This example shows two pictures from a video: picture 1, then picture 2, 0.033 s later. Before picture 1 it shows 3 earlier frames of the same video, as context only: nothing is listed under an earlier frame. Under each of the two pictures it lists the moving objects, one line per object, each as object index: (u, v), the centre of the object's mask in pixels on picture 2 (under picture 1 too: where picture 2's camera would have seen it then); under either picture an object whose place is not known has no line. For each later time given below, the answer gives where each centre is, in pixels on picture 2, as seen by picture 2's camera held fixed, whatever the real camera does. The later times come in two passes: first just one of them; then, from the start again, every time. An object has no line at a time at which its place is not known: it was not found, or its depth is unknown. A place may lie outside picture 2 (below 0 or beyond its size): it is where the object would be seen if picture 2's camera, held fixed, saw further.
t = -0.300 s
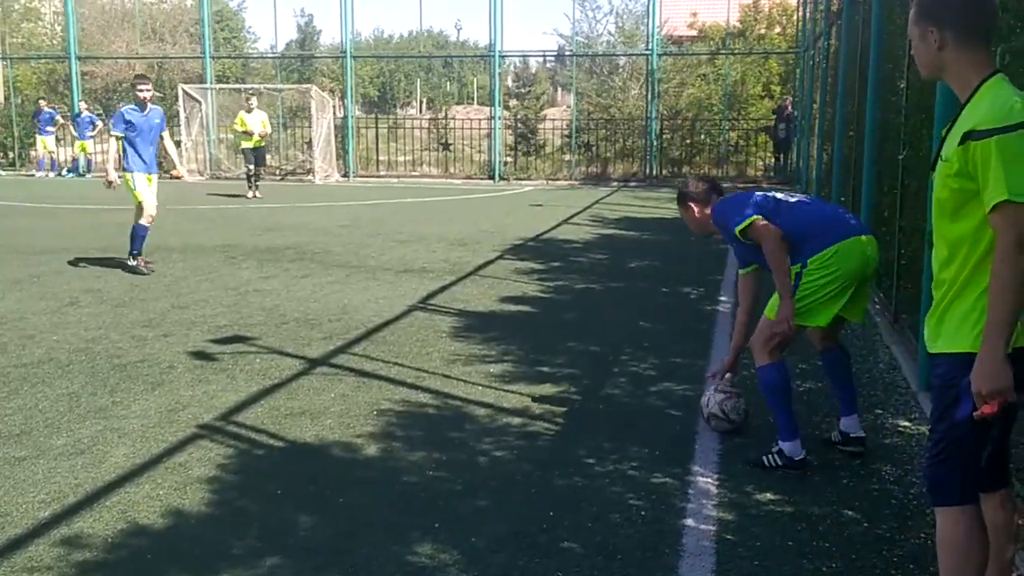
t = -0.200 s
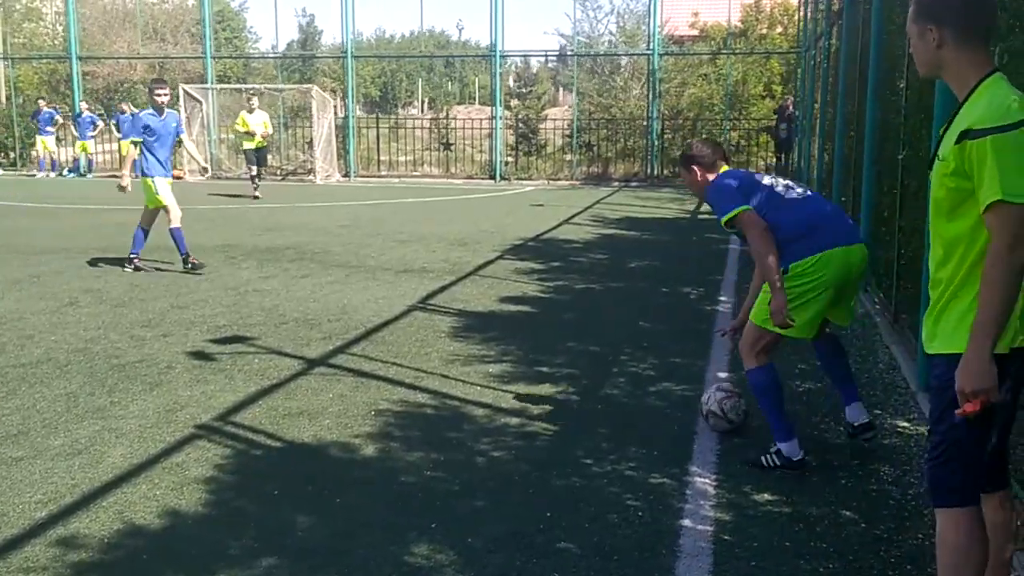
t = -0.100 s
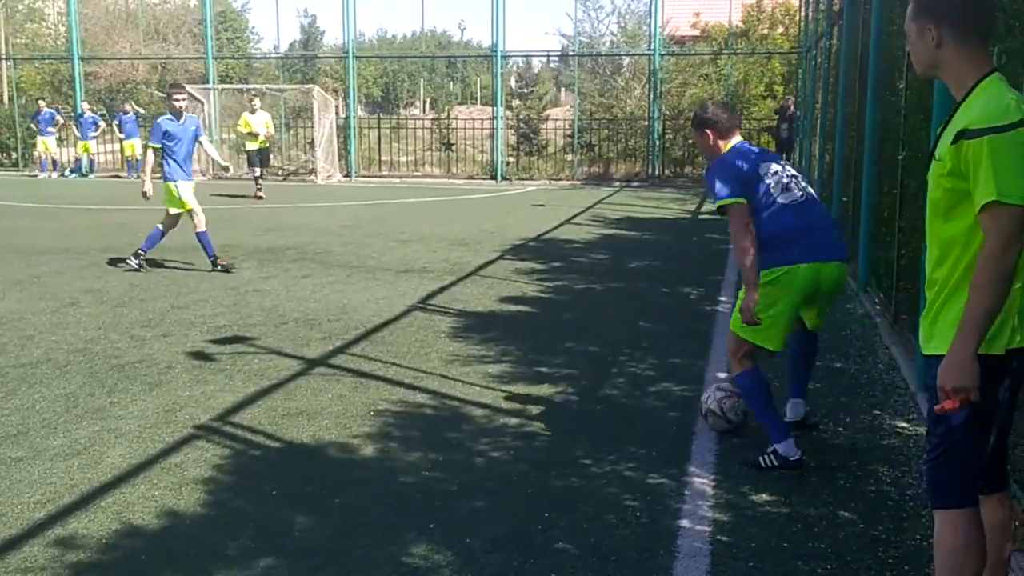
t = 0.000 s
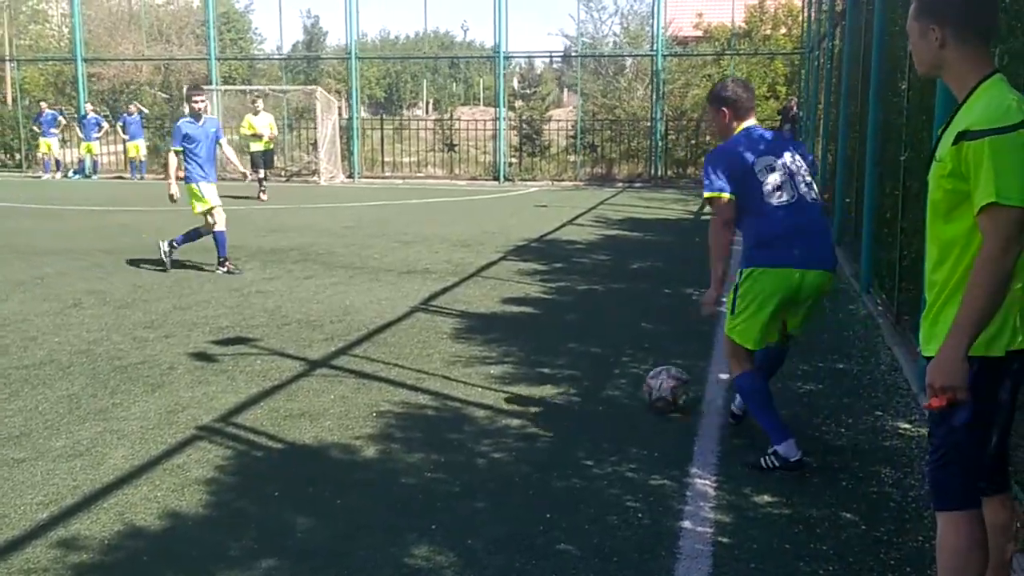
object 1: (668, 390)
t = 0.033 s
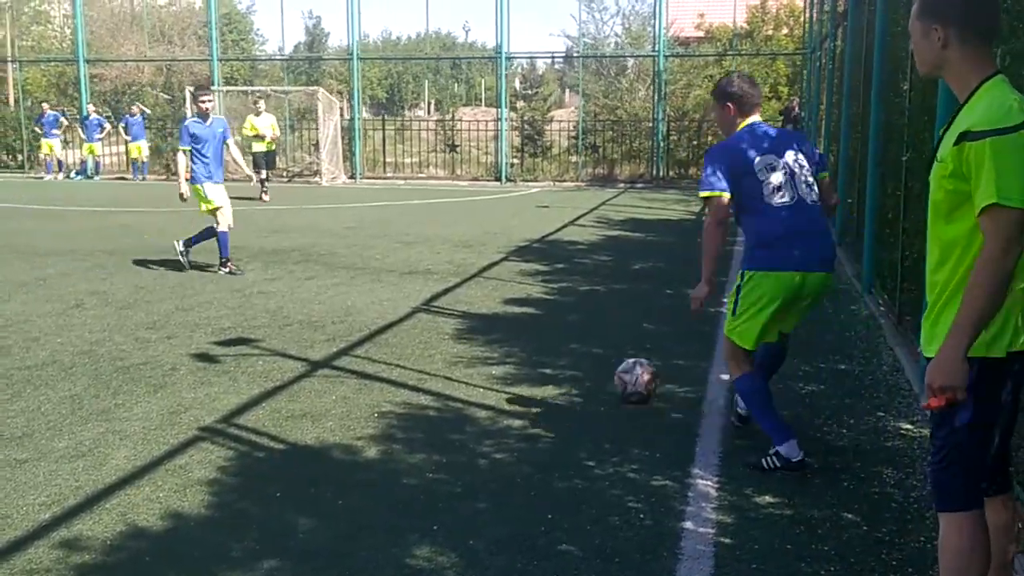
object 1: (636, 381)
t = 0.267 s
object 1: (480, 331)
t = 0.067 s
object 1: (607, 371)
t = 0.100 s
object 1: (582, 362)
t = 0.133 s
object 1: (558, 354)
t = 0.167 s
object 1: (535, 350)
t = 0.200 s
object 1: (516, 342)
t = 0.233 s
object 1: (497, 336)
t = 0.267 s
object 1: (480, 331)
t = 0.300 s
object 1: (464, 326)
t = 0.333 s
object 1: (450, 322)
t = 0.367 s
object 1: (436, 318)
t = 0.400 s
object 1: (424, 315)
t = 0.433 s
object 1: (412, 311)
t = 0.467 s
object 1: (401, 308)
